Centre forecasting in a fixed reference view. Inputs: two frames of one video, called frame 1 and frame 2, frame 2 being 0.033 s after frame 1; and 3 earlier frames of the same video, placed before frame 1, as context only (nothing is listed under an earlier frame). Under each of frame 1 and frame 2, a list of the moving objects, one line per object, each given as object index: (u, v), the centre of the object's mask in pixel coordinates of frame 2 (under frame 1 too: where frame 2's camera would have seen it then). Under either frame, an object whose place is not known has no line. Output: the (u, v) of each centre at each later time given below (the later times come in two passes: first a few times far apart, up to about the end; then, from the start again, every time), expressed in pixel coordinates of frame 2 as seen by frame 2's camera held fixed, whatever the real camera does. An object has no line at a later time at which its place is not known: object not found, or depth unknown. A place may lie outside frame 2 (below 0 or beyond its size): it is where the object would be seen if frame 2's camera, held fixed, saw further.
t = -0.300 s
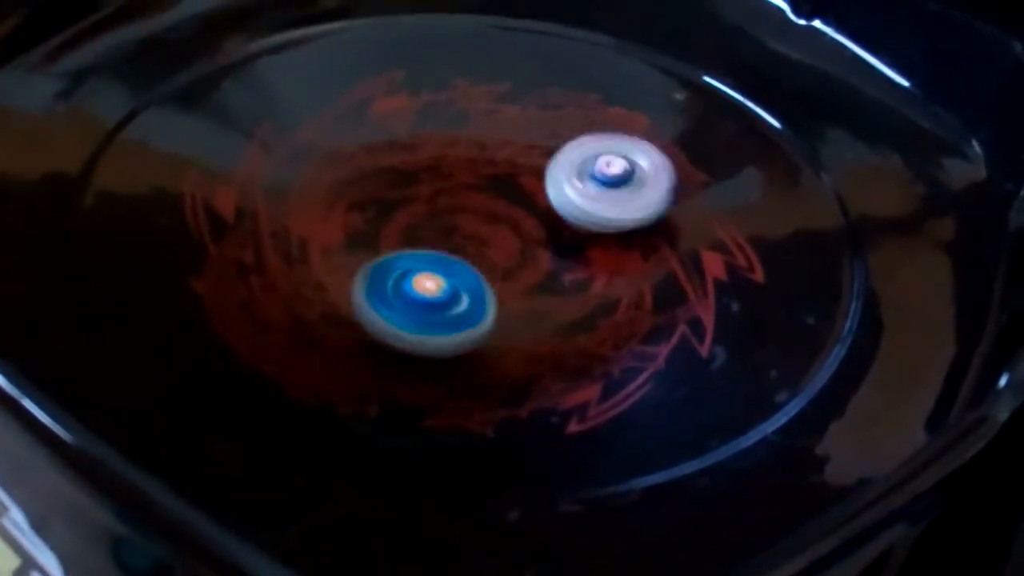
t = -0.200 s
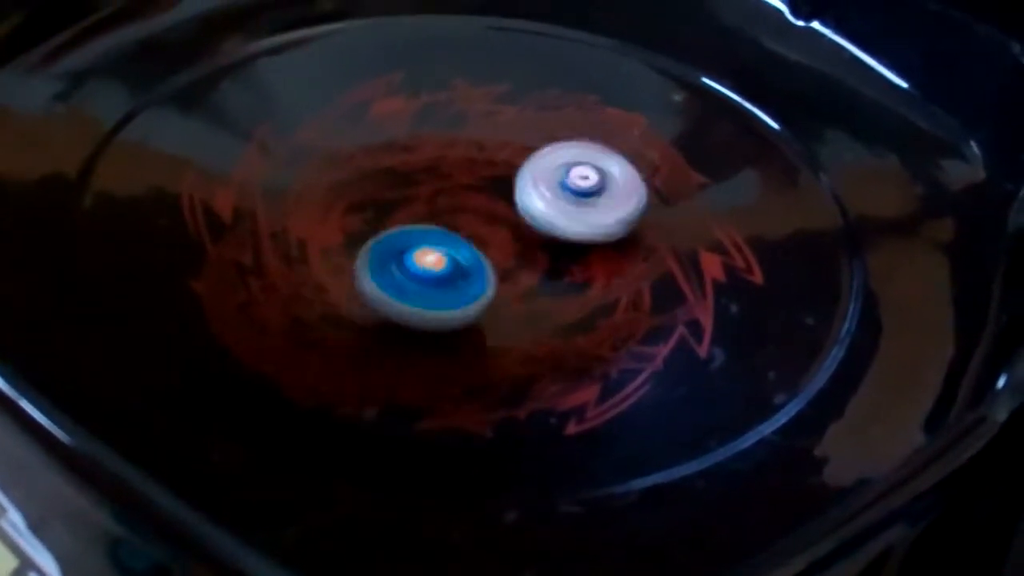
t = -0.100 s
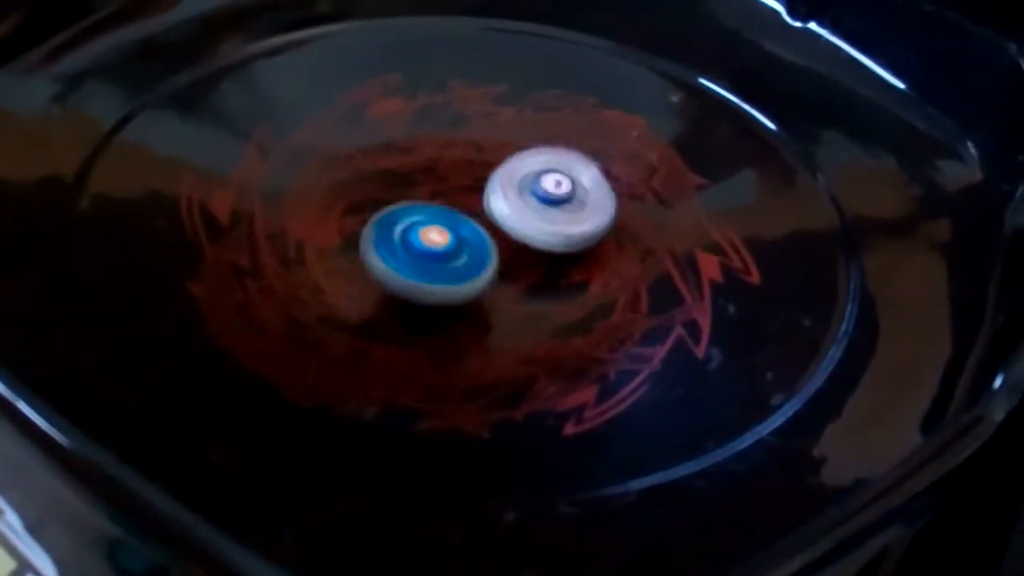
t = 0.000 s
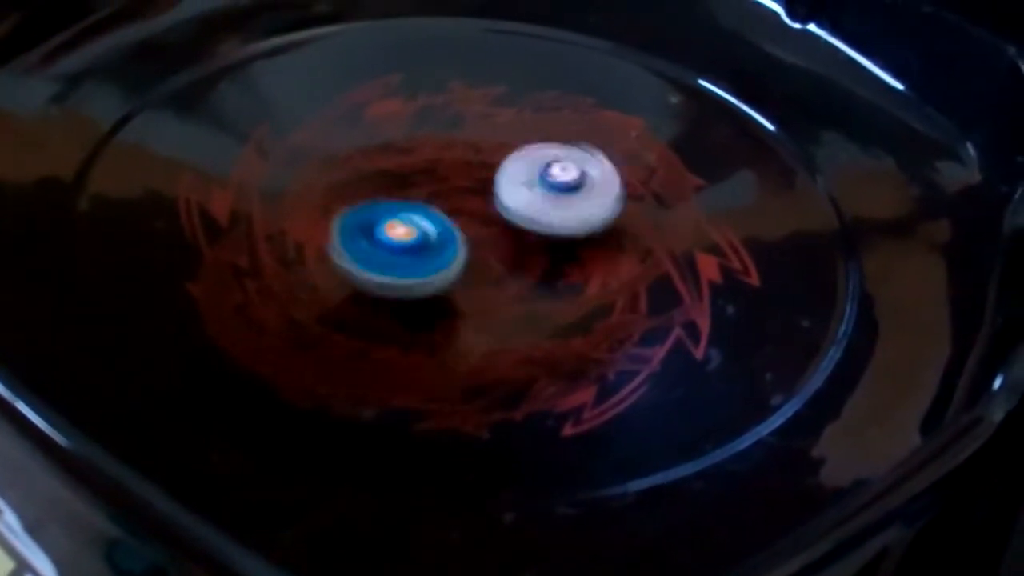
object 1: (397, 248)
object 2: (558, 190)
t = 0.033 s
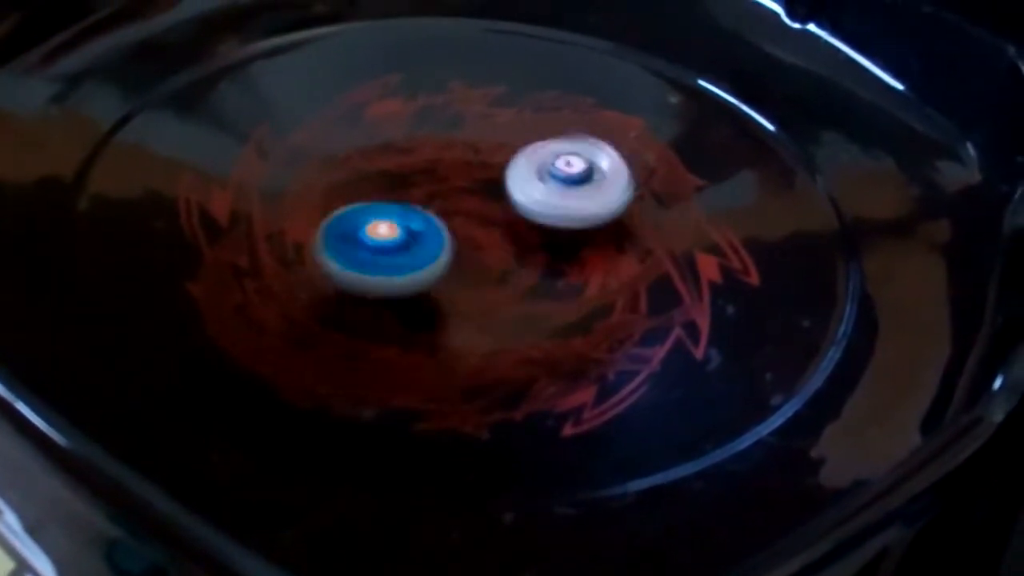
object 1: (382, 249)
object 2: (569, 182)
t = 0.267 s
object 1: (311, 239)
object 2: (580, 174)
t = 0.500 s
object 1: (332, 260)
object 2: (554, 172)
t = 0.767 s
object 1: (360, 224)
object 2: (519, 168)
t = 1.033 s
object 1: (352, 202)
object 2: (476, 162)
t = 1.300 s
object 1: (341, 190)
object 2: (447, 145)
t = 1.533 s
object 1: (333, 187)
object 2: (457, 137)
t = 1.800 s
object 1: (324, 191)
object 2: (452, 157)
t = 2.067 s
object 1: (302, 219)
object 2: (439, 161)
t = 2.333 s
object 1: (344, 263)
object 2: (438, 169)
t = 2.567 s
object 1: (409, 266)
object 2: (410, 172)
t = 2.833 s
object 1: (454, 236)
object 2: (394, 157)
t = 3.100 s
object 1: (493, 247)
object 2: (400, 133)
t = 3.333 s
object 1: (528, 256)
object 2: (423, 143)
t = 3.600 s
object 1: (549, 258)
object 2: (410, 173)
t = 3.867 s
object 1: (553, 257)
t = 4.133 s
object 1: (539, 253)
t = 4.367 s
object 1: (515, 252)
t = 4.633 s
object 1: (477, 258)
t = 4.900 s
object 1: (486, 264)
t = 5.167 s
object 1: (495, 266)
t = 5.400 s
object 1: (544, 269)
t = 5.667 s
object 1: (600, 289)
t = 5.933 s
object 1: (580, 281)
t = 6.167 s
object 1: (540, 255)
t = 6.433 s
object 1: (551, 229)
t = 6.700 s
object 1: (607, 243)
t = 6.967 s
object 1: (610, 268)
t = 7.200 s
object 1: (569, 279)
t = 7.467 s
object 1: (556, 294)
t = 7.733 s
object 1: (538, 266)
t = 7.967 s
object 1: (570, 254)
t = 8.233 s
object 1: (590, 267)
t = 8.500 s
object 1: (555, 267)
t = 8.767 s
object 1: (568, 254)
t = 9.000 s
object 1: (571, 262)
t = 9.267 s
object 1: (573, 264)
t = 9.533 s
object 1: (568, 256)
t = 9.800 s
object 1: (570, 255)
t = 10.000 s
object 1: (545, 244)
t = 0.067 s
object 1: (372, 247)
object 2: (575, 177)
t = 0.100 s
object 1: (362, 244)
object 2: (579, 174)
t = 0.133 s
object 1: (353, 241)
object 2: (581, 172)
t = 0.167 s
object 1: (343, 239)
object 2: (582, 173)
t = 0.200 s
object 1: (331, 237)
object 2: (581, 172)
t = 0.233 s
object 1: (321, 238)
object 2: (580, 173)
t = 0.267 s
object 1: (311, 239)
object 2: (580, 174)
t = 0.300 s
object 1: (306, 243)
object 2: (578, 175)
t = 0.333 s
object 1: (303, 248)
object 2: (574, 176)
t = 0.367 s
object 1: (305, 252)
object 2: (569, 175)
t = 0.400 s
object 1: (312, 257)
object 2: (564, 174)
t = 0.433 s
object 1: (319, 260)
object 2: (561, 173)
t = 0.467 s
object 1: (327, 260)
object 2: (558, 172)
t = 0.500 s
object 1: (332, 260)
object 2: (554, 172)
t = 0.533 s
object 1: (340, 258)
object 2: (552, 171)
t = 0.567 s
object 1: (346, 254)
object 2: (548, 171)
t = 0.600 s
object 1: (352, 250)
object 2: (545, 172)
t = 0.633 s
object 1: (357, 244)
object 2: (541, 171)
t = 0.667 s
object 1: (360, 239)
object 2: (536, 171)
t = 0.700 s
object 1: (361, 233)
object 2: (531, 170)
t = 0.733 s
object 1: (362, 229)
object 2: (525, 169)
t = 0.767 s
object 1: (360, 224)
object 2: (519, 168)
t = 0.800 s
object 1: (360, 221)
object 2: (514, 168)
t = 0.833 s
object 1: (359, 217)
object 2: (509, 167)
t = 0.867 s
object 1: (358, 214)
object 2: (504, 168)
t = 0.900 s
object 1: (357, 212)
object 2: (499, 167)
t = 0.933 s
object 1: (355, 209)
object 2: (493, 165)
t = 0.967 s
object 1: (355, 206)
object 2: (487, 165)
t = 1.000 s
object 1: (354, 204)
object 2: (481, 163)
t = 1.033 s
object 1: (352, 202)
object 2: (476, 162)
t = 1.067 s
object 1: (351, 201)
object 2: (471, 160)
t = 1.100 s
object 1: (349, 199)
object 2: (467, 158)
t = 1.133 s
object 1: (348, 197)
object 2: (462, 157)
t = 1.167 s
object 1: (347, 196)
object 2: (459, 155)
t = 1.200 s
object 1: (345, 194)
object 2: (456, 152)
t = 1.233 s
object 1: (344, 193)
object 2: (452, 150)
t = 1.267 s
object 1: (343, 192)
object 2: (450, 148)
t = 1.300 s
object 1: (341, 190)
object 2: (447, 145)
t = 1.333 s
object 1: (340, 190)
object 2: (446, 144)
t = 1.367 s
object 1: (337, 189)
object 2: (445, 141)
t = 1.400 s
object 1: (336, 188)
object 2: (445, 139)
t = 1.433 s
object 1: (335, 187)
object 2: (447, 138)
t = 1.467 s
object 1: (334, 187)
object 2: (449, 136)
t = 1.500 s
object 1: (333, 187)
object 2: (453, 136)
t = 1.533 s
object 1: (333, 187)
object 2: (457, 137)
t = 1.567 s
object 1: (331, 187)
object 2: (461, 139)
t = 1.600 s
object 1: (330, 187)
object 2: (462, 142)
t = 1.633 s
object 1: (329, 187)
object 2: (463, 145)
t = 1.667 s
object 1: (326, 188)
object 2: (462, 147)
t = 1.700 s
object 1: (326, 188)
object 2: (459, 150)
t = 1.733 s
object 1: (324, 189)
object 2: (458, 152)
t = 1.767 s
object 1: (324, 189)
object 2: (455, 154)
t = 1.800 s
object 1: (324, 191)
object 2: (452, 157)
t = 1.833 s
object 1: (323, 193)
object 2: (449, 159)
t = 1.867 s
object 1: (323, 194)
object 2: (445, 160)
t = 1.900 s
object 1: (322, 196)
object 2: (440, 162)
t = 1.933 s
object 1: (322, 197)
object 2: (436, 163)
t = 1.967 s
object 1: (316, 202)
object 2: (435, 163)
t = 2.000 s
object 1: (309, 207)
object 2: (437, 162)
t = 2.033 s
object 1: (305, 212)
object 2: (439, 161)
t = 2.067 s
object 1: (302, 219)
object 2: (439, 161)
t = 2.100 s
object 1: (301, 226)
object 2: (439, 161)
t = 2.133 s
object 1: (302, 231)
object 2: (440, 161)
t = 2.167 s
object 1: (306, 239)
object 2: (440, 162)
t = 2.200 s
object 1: (310, 245)
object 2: (442, 164)
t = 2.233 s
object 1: (317, 250)
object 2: (441, 164)
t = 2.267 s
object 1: (326, 256)
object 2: (441, 166)
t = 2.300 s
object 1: (333, 259)
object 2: (441, 168)
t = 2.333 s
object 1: (344, 263)
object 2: (438, 169)
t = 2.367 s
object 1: (353, 265)
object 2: (435, 171)
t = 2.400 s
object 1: (361, 266)
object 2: (432, 172)
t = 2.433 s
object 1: (372, 267)
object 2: (427, 173)
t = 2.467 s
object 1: (381, 268)
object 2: (422, 173)
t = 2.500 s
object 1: (391, 267)
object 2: (419, 173)
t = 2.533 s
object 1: (401, 267)
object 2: (414, 172)
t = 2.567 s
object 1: (409, 266)
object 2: (410, 172)
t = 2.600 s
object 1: (418, 263)
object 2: (406, 171)
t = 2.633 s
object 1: (426, 261)
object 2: (402, 169)
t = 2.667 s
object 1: (433, 258)
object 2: (398, 167)
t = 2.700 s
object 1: (440, 253)
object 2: (396, 166)
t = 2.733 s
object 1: (445, 249)
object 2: (393, 164)
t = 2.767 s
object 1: (449, 245)
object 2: (392, 162)
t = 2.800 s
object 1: (452, 240)
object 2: (393, 159)
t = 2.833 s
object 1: (454, 236)
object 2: (394, 157)
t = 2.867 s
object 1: (455, 232)
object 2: (396, 156)
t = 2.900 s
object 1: (456, 227)
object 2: (399, 154)
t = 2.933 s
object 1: (462, 232)
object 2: (398, 148)
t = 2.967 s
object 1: (467, 236)
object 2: (397, 143)
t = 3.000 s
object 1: (474, 240)
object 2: (396, 139)
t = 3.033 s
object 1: (482, 244)
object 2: (396, 137)
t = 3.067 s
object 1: (487, 246)
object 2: (396, 135)
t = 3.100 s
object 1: (493, 247)
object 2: (400, 133)
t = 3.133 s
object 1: (499, 249)
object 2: (402, 130)
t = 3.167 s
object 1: (504, 251)
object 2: (408, 131)
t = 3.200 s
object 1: (510, 252)
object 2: (414, 132)
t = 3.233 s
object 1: (515, 254)
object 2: (418, 134)
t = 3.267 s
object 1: (519, 255)
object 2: (421, 138)
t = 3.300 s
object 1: (524, 256)
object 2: (423, 140)
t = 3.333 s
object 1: (528, 256)
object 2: (423, 143)
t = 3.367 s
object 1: (531, 257)
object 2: (422, 147)
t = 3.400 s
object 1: (535, 257)
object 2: (422, 151)
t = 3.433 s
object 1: (540, 258)
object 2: (420, 154)
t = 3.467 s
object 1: (541, 258)
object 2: (418, 158)
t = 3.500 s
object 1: (543, 258)
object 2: (418, 162)
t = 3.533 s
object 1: (546, 258)
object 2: (415, 165)
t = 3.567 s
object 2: (412, 169)
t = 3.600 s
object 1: (549, 258)
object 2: (410, 173)
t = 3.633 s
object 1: (552, 257)
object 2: (406, 176)
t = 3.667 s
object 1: (552, 258)
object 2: (402, 181)
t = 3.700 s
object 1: (552, 258)
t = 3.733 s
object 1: (554, 258)
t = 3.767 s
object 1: (553, 258)
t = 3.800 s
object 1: (553, 257)
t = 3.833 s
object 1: (553, 256)
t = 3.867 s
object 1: (553, 257)
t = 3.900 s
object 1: (551, 256)
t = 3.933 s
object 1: (551, 255)
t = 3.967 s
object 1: (550, 256)
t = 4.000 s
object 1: (547, 255)
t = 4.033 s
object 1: (546, 253)
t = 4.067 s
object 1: (545, 254)
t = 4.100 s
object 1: (542, 254)
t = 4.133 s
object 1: (539, 253)
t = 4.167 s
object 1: (537, 253)
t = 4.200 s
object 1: (534, 254)
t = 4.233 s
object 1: (530, 252)
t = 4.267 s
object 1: (527, 252)
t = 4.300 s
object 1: (523, 252)
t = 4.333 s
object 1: (518, 252)
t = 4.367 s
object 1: (515, 252)
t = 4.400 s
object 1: (511, 253)
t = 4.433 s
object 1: (505, 253)
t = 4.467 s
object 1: (501, 253)
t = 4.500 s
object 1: (497, 254)
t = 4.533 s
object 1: (491, 255)
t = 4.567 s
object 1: (487, 256)
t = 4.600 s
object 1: (483, 256)
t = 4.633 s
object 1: (477, 258)
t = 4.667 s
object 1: (472, 258)
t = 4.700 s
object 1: (478, 259)
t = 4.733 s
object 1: (479, 260)
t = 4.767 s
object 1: (481, 260)
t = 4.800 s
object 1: (483, 261)
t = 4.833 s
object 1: (484, 263)
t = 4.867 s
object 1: (485, 264)
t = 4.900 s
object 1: (486, 264)
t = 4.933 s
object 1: (488, 265)
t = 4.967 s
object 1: (489, 265)
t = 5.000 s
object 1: (490, 265)
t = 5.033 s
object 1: (492, 266)
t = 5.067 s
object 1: (493, 267)
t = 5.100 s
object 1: (493, 266)
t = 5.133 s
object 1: (494, 266)
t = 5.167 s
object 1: (495, 266)
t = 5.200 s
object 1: (495, 266)
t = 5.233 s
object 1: (495, 265)
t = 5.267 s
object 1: (495, 265)
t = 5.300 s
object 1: (494, 265)
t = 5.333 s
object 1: (505, 265)
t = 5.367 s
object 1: (528, 267)
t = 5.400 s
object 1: (544, 269)
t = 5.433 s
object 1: (555, 272)
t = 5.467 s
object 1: (561, 275)
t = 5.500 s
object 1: (567, 276)
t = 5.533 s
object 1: (575, 278)
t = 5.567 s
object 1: (583, 281)
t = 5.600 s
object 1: (590, 285)
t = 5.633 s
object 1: (595, 288)
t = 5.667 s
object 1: (600, 289)
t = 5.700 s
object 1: (606, 291)
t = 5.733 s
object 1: (611, 292)
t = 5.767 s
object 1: (611, 291)
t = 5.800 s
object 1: (609, 289)
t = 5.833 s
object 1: (604, 287)
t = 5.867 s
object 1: (597, 285)
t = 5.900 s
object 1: (588, 283)
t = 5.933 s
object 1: (580, 281)
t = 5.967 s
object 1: (573, 278)
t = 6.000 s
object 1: (568, 276)
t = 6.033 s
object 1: (561, 274)
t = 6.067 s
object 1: (554, 270)
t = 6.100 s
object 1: (548, 264)
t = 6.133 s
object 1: (543, 260)
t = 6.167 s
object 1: (540, 255)
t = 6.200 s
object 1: (537, 251)
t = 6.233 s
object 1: (535, 246)
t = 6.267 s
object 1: (534, 241)
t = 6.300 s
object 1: (534, 236)
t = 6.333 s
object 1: (539, 234)
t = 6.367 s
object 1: (544, 234)
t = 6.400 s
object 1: (546, 233)
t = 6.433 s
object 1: (551, 229)
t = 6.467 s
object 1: (559, 227)
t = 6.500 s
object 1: (571, 228)
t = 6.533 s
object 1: (579, 231)
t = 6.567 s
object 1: (584, 232)
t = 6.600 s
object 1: (588, 232)
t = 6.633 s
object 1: (594, 234)
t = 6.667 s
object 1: (600, 238)
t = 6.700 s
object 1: (607, 243)
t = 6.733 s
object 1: (611, 246)
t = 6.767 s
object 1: (613, 249)
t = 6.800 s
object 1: (614, 251)
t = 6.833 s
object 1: (616, 254)
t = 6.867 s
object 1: (617, 258)
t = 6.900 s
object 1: (615, 262)
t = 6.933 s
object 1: (611, 266)
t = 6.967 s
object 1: (610, 268)
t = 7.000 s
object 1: (607, 271)
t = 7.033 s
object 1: (601, 273)
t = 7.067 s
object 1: (596, 274)
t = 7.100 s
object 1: (592, 274)
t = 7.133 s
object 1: (587, 276)
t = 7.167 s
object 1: (578, 278)
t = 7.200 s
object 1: (569, 279)
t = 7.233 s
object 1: (573, 288)
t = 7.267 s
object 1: (573, 295)
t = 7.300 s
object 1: (569, 297)
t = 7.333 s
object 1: (566, 295)
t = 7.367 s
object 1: (565, 295)
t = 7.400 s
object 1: (565, 296)
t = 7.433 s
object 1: (563, 296)
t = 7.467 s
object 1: (556, 294)
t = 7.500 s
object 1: (548, 289)
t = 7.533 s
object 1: (541, 283)
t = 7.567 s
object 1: (538, 279)
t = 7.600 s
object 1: (538, 276)
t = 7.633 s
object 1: (539, 275)
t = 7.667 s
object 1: (538, 273)
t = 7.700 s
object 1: (537, 270)
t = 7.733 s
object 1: (538, 266)
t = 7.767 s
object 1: (542, 261)
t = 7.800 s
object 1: (550, 256)
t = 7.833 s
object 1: (558, 254)
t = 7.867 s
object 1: (563, 255)
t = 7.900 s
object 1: (565, 255)
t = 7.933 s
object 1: (566, 254)
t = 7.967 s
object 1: (570, 254)
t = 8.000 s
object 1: (576, 253)
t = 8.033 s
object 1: (582, 255)
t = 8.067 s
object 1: (587, 260)
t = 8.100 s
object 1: (589, 262)
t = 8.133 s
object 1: (588, 263)
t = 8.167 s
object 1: (589, 263)
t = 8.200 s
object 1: (591, 264)
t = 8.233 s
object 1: (590, 267)
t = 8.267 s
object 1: (586, 270)
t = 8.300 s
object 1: (581, 272)
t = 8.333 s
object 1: (577, 271)
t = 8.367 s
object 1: (576, 271)
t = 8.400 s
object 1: (574, 272)
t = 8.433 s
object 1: (570, 272)
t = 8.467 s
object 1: (562, 271)
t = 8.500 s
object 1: (555, 267)
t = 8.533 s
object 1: (550, 262)
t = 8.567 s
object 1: (549, 261)
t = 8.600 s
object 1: (549, 261)
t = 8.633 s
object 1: (546, 260)
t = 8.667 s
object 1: (545, 257)
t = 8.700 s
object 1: (545, 253)
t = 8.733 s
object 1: (556, 252)
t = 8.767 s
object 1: (568, 254)
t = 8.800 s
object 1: (573, 258)
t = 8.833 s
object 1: (572, 262)
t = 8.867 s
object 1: (569, 265)
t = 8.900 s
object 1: (568, 264)
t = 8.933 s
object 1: (566, 262)
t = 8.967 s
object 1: (568, 260)
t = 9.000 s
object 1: (571, 262)
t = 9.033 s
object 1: (573, 261)
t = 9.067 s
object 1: (575, 261)
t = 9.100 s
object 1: (577, 262)
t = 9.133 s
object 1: (578, 262)
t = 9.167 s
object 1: (578, 262)
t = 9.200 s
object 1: (577, 262)
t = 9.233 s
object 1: (575, 263)
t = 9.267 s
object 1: (573, 264)
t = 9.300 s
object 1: (572, 265)
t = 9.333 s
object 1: (570, 266)
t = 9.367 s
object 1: (567, 264)
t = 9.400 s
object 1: (565, 263)
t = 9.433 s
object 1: (563, 261)
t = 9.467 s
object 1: (563, 258)
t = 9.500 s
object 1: (565, 256)
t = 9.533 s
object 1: (568, 256)
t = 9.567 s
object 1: (569, 257)
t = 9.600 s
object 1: (571, 256)
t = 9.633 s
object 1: (572, 255)
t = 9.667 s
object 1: (573, 256)
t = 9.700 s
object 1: (573, 256)
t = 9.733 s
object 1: (573, 257)
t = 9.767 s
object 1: (572, 257)
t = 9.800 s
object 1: (570, 255)
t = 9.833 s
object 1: (568, 254)
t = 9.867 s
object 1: (565, 252)
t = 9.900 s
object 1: (561, 249)
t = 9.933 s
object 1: (557, 247)
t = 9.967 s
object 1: (552, 246)
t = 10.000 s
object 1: (545, 244)
